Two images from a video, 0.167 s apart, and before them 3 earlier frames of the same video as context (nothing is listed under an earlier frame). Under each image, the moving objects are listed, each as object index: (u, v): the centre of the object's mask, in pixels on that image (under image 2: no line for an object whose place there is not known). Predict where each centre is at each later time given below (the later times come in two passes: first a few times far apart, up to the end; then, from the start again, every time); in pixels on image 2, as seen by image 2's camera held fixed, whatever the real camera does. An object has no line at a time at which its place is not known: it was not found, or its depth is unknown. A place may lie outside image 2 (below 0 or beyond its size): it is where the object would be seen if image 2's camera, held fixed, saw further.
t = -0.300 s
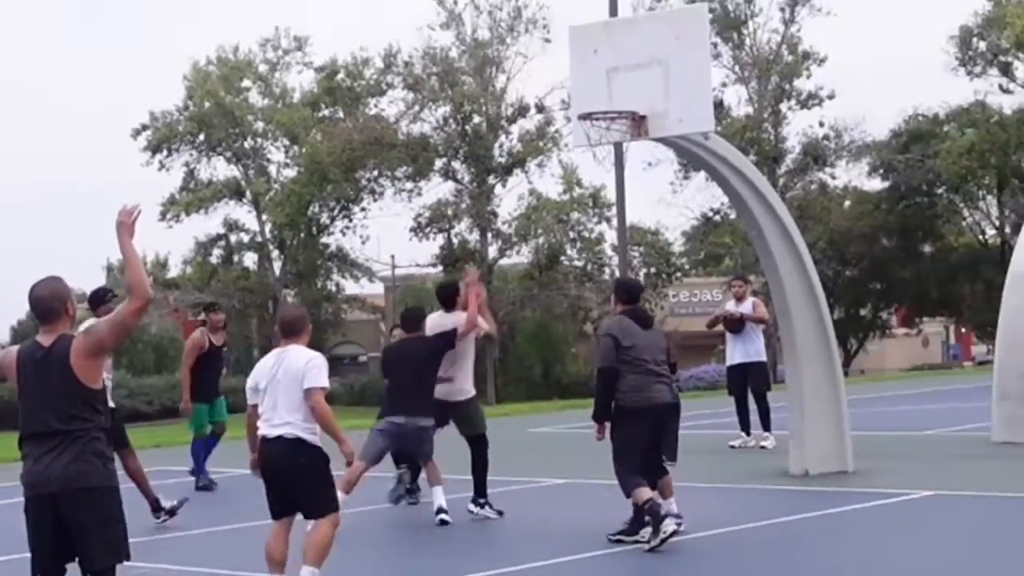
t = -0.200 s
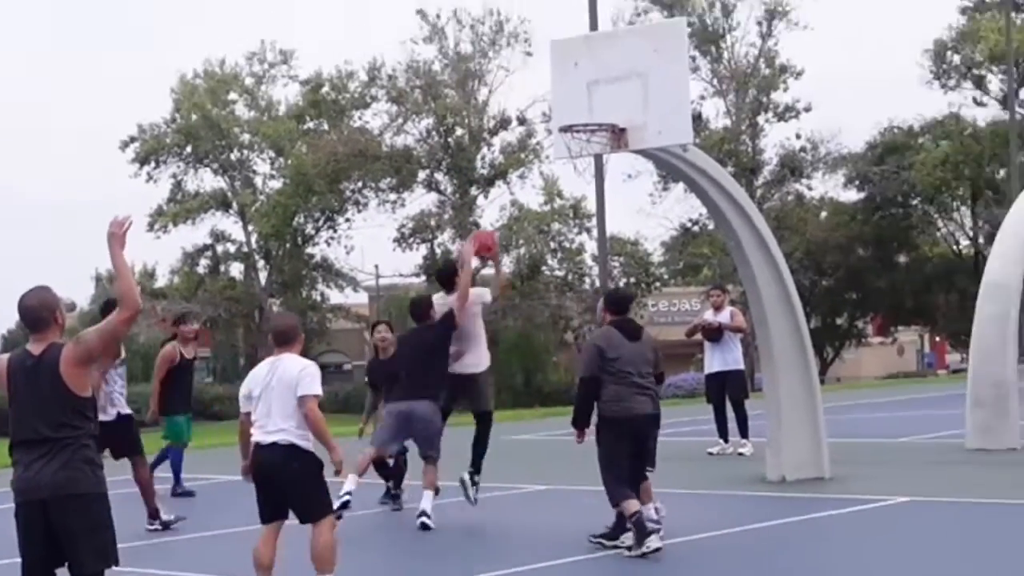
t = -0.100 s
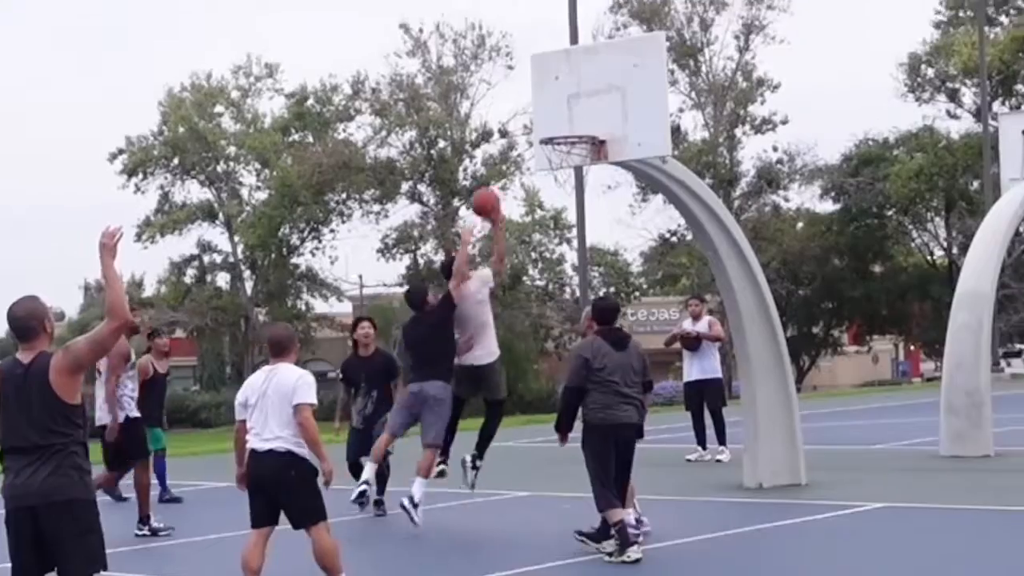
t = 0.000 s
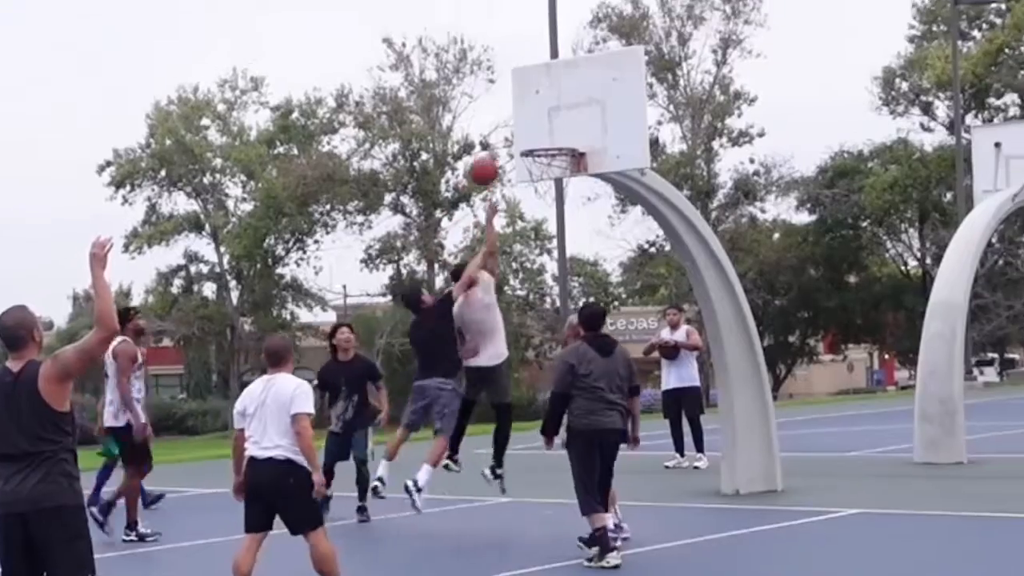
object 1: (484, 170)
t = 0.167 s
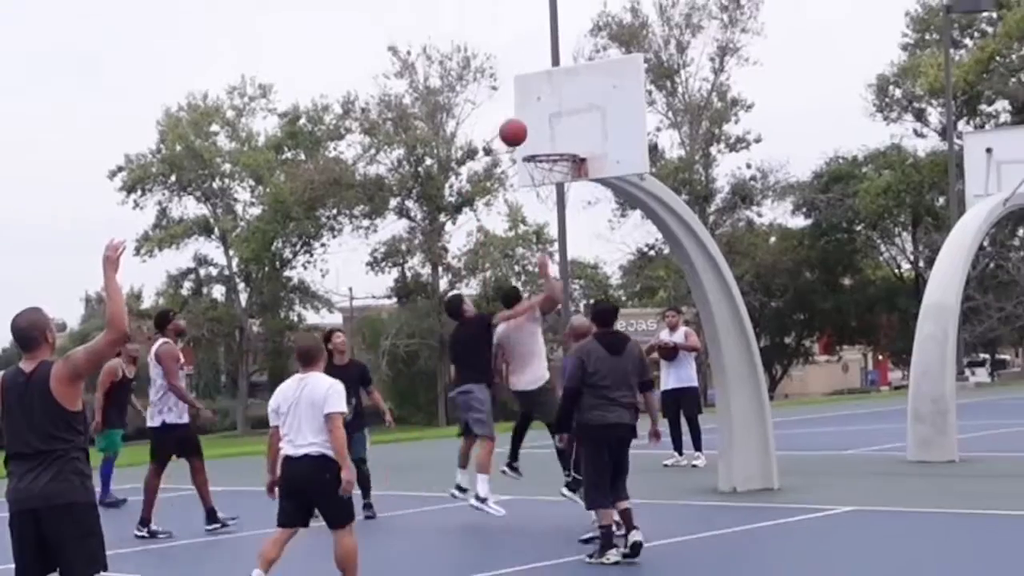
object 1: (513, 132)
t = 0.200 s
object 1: (519, 128)
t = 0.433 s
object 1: (564, 133)
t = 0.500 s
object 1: (574, 144)
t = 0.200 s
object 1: (519, 128)
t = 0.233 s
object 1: (526, 125)
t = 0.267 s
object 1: (532, 123)
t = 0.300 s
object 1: (539, 123)
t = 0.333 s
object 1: (545, 123)
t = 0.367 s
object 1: (551, 126)
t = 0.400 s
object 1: (558, 129)
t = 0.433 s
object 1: (564, 133)
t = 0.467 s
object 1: (570, 139)
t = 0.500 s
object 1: (574, 144)
